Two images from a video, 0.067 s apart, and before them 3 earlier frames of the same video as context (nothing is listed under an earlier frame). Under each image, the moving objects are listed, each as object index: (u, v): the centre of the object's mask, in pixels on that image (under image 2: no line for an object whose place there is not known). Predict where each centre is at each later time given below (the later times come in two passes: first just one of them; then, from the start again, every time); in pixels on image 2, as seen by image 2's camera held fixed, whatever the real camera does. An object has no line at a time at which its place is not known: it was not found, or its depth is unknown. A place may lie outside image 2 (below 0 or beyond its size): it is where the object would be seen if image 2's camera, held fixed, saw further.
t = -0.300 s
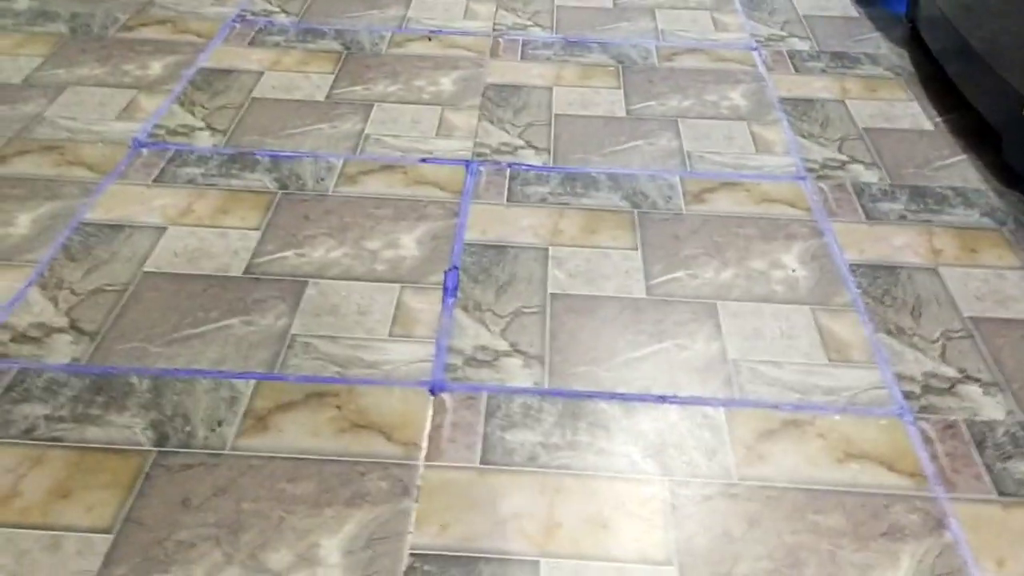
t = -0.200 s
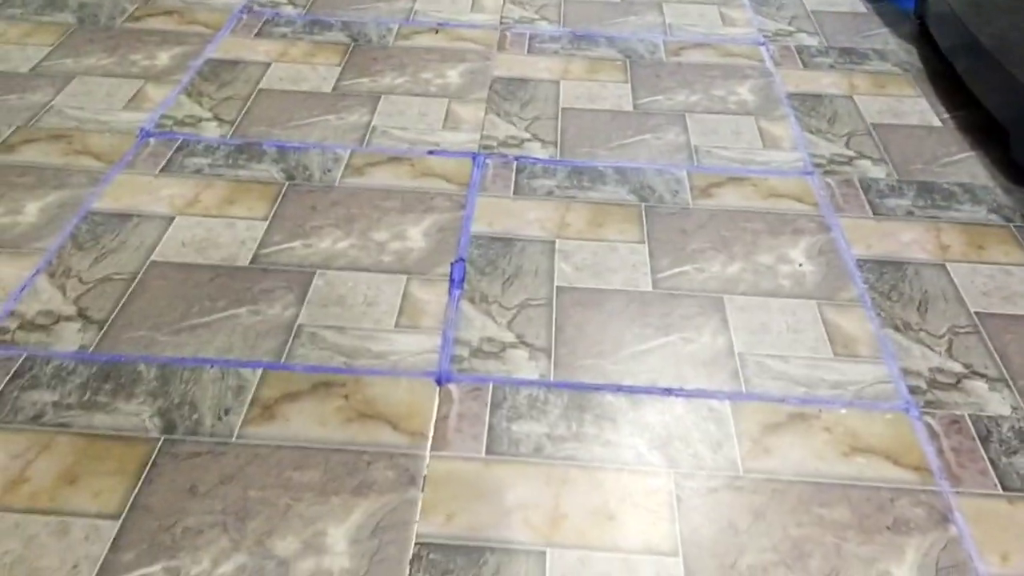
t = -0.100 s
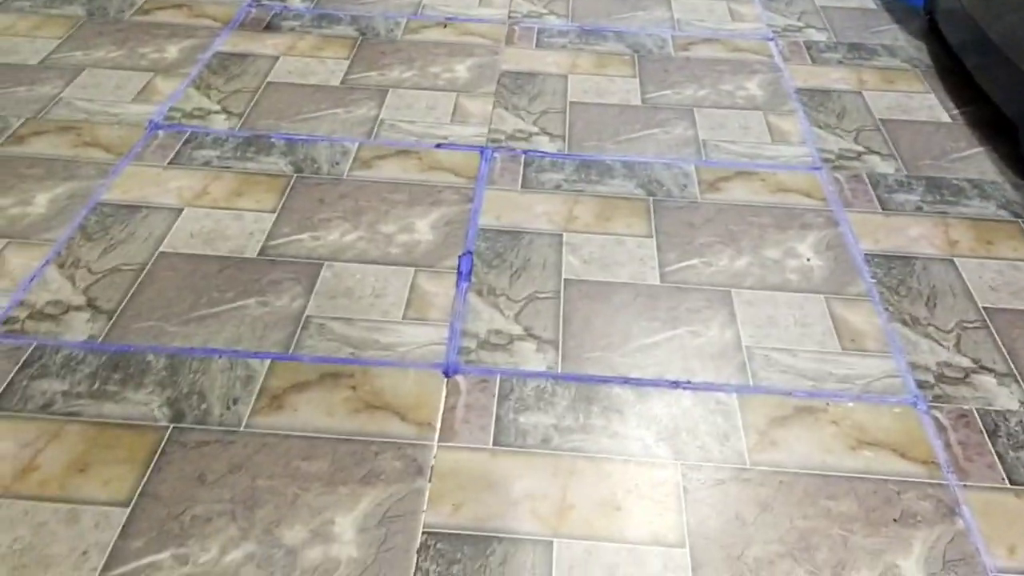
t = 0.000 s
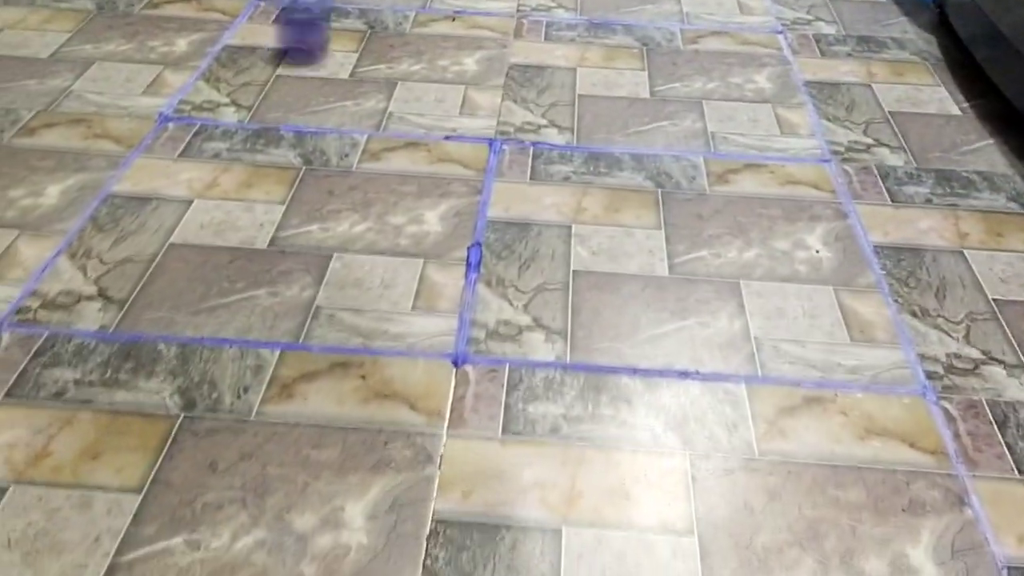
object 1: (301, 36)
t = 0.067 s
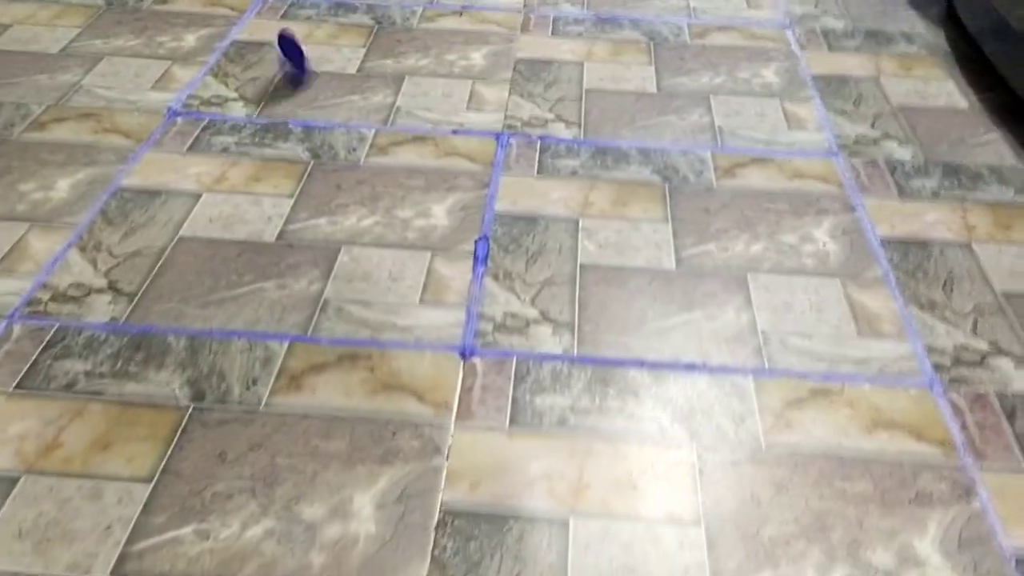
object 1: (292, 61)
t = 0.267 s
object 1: (235, 187)
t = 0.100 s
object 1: (283, 68)
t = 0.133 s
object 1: (275, 90)
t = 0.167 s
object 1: (265, 114)
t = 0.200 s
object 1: (255, 161)
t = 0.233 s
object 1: (246, 171)
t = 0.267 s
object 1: (235, 187)
